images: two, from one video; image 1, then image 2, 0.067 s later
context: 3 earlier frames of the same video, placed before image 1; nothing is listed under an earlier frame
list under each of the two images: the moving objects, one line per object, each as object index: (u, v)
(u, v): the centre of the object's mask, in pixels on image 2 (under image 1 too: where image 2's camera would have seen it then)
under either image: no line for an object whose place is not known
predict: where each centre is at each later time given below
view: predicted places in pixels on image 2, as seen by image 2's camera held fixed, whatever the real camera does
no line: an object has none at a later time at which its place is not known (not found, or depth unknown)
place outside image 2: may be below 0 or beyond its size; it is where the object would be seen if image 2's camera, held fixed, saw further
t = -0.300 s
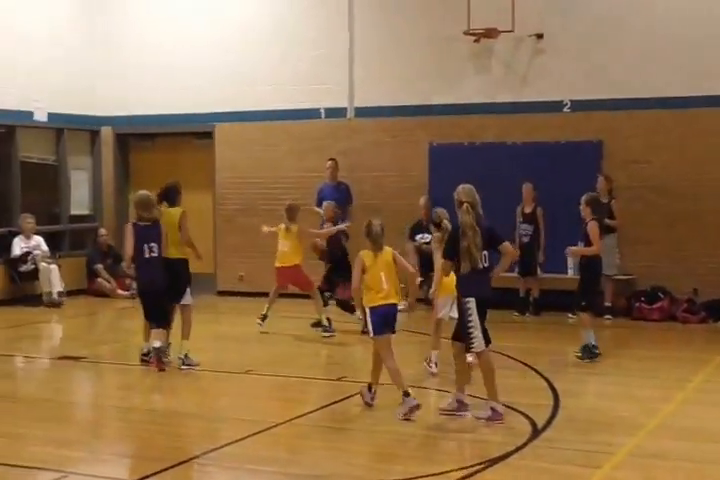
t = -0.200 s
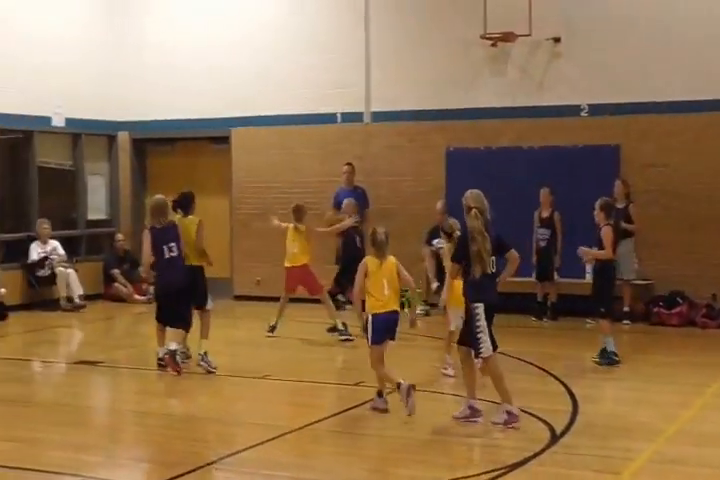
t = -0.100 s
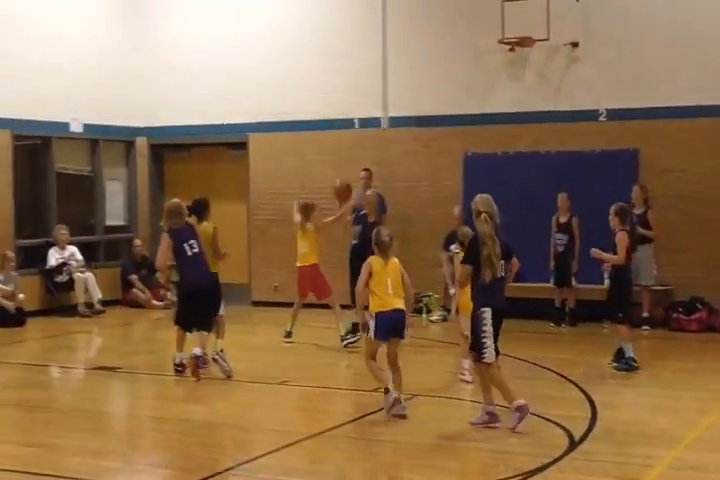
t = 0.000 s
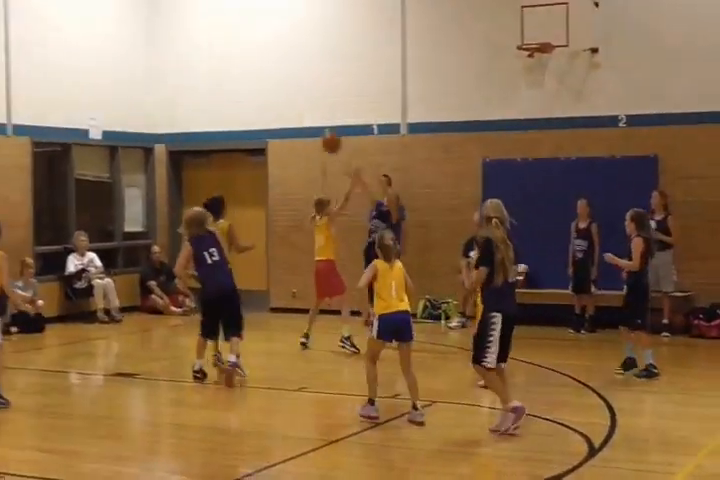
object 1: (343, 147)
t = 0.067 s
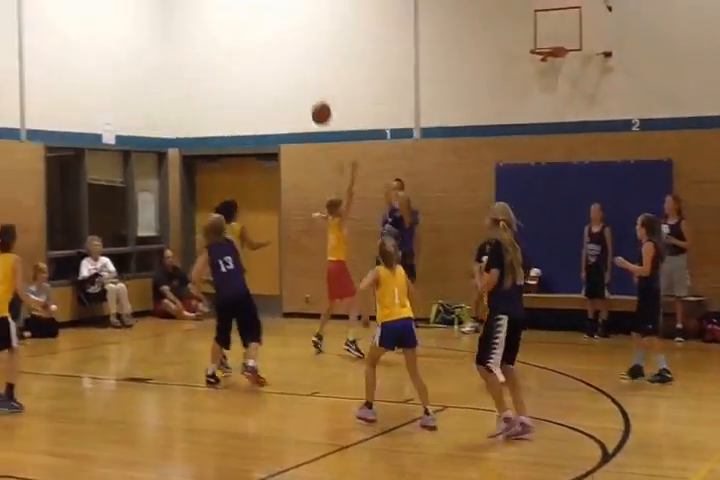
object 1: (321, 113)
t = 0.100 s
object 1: (310, 97)
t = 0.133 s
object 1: (298, 83)
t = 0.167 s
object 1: (287, 69)
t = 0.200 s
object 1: (275, 56)
